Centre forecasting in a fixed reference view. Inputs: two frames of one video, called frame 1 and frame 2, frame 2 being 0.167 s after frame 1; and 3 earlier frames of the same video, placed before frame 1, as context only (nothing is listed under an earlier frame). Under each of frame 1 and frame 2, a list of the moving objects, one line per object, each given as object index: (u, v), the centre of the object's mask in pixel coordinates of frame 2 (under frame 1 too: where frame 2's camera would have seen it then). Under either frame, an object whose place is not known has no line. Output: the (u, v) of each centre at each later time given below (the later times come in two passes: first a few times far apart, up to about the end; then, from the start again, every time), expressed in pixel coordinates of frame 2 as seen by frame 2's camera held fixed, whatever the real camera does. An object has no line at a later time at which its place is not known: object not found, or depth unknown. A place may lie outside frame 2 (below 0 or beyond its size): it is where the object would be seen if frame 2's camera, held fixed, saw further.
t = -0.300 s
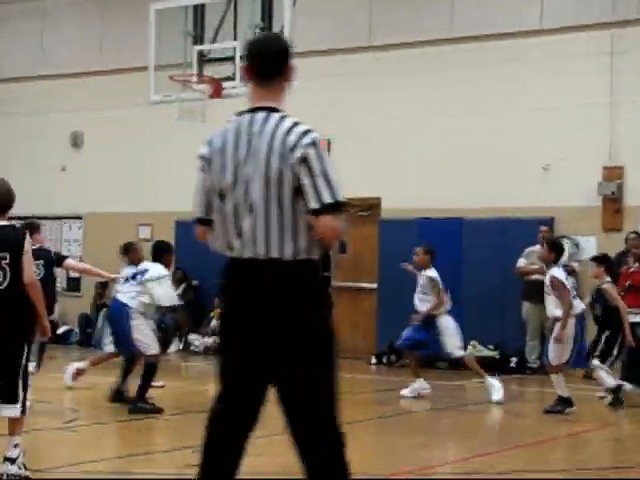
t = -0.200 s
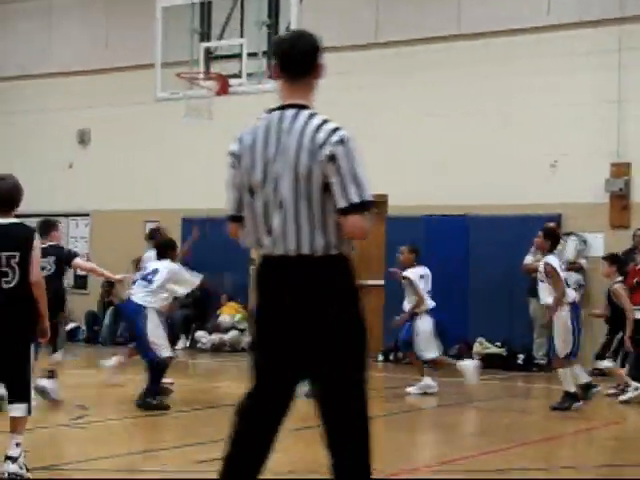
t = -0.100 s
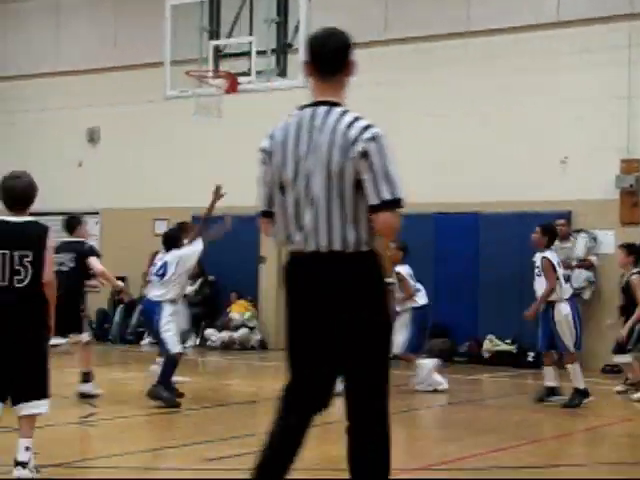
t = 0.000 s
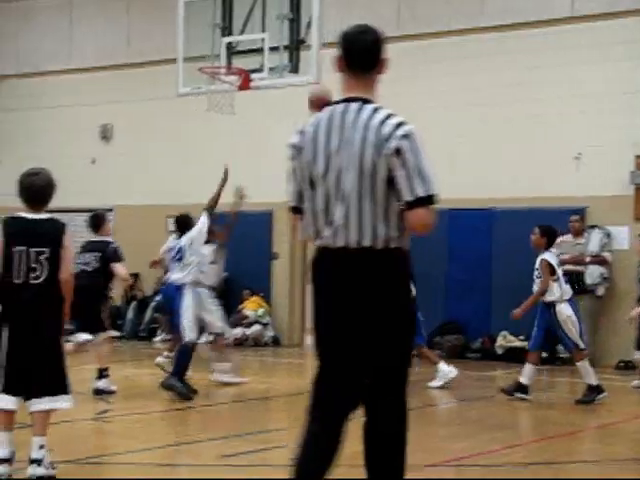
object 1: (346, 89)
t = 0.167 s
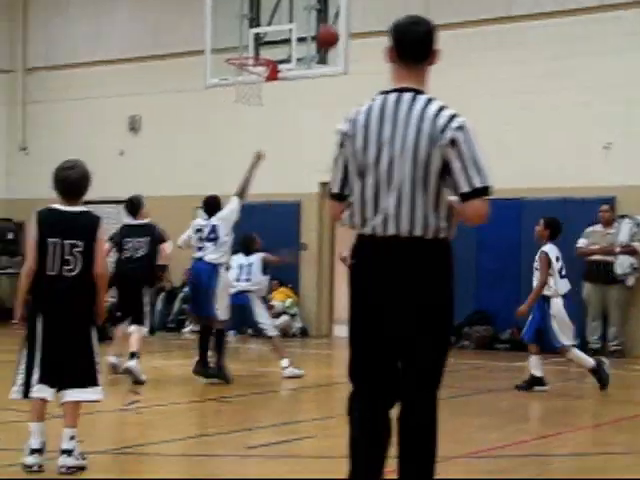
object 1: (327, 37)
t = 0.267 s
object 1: (313, 19)
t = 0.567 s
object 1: (280, 25)
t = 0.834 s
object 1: (242, 62)
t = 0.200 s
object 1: (322, 30)
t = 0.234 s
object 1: (318, 24)
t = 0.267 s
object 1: (313, 19)
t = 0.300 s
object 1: (309, 16)
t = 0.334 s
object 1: (306, 15)
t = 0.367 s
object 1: (303, 14)
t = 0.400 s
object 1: (299, 15)
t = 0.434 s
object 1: (295, 16)
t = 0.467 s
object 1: (292, 17)
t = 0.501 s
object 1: (288, 19)
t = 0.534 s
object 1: (285, 21)
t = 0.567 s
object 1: (280, 25)
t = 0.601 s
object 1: (273, 27)
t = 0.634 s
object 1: (267, 32)
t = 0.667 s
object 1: (261, 36)
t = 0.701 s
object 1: (255, 41)
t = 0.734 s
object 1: (249, 47)
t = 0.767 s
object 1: (243, 55)
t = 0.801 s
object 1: (243, 58)
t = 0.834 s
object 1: (242, 62)
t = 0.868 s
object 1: (244, 69)
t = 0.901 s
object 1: (247, 72)
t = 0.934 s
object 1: (249, 78)
